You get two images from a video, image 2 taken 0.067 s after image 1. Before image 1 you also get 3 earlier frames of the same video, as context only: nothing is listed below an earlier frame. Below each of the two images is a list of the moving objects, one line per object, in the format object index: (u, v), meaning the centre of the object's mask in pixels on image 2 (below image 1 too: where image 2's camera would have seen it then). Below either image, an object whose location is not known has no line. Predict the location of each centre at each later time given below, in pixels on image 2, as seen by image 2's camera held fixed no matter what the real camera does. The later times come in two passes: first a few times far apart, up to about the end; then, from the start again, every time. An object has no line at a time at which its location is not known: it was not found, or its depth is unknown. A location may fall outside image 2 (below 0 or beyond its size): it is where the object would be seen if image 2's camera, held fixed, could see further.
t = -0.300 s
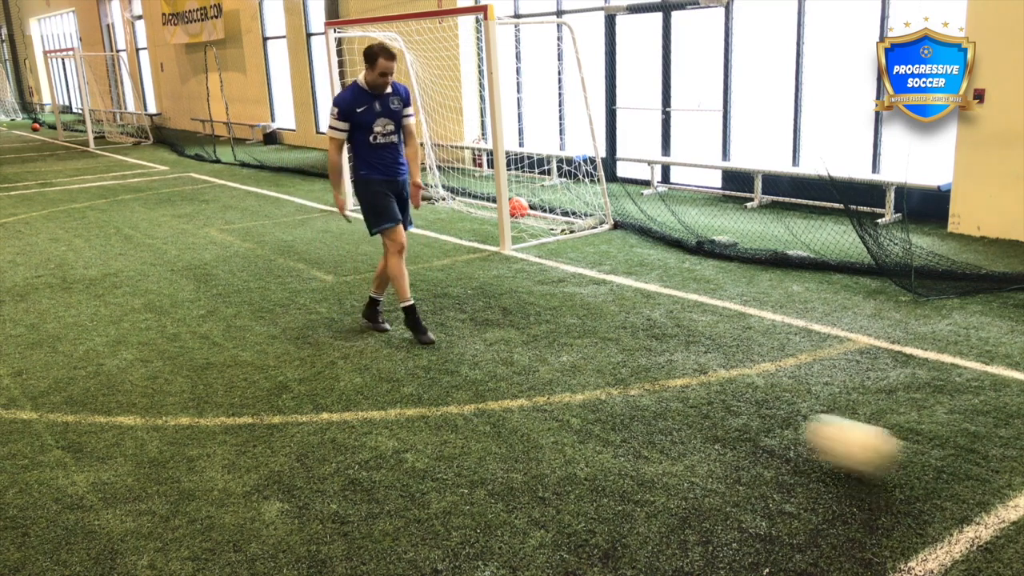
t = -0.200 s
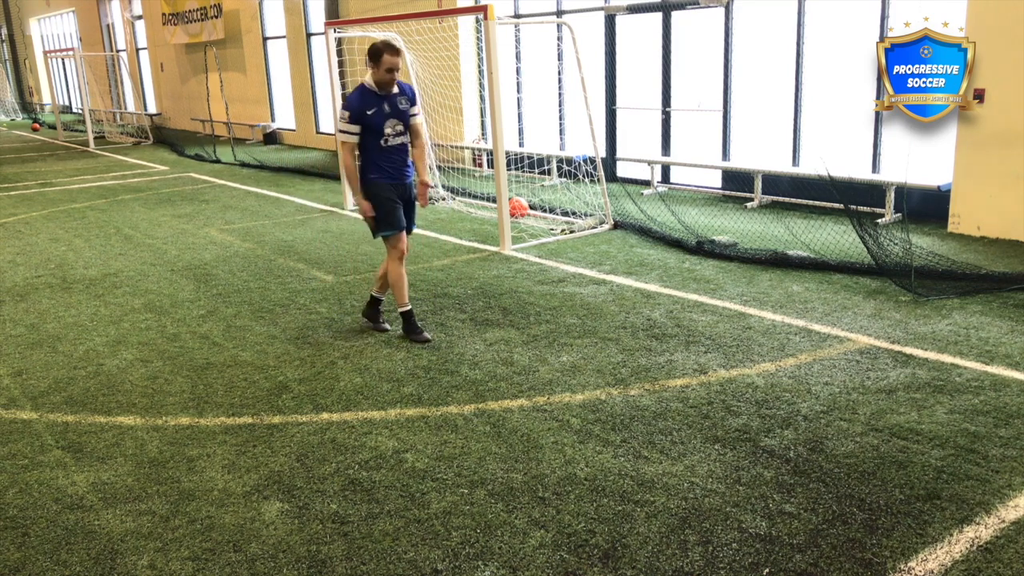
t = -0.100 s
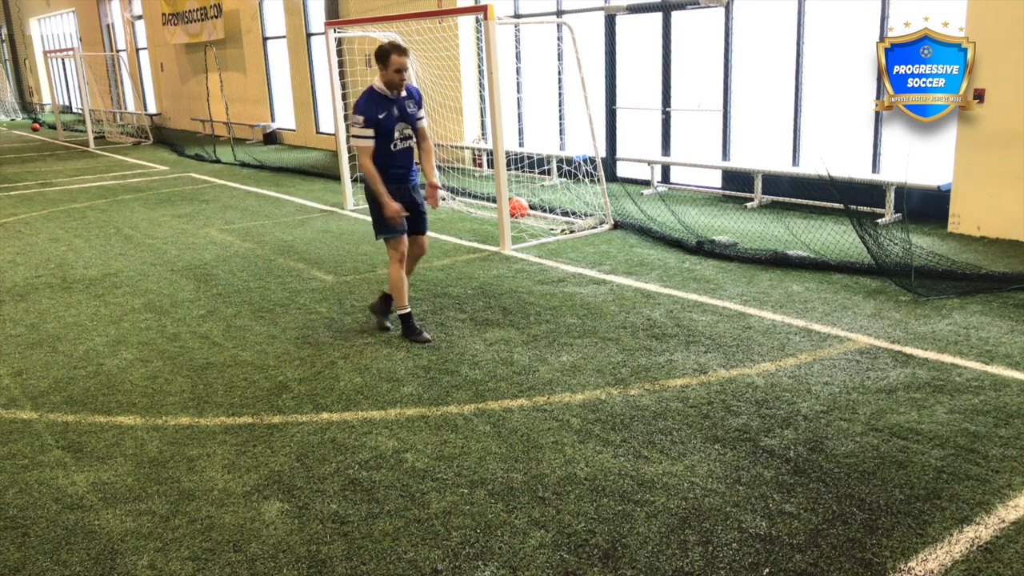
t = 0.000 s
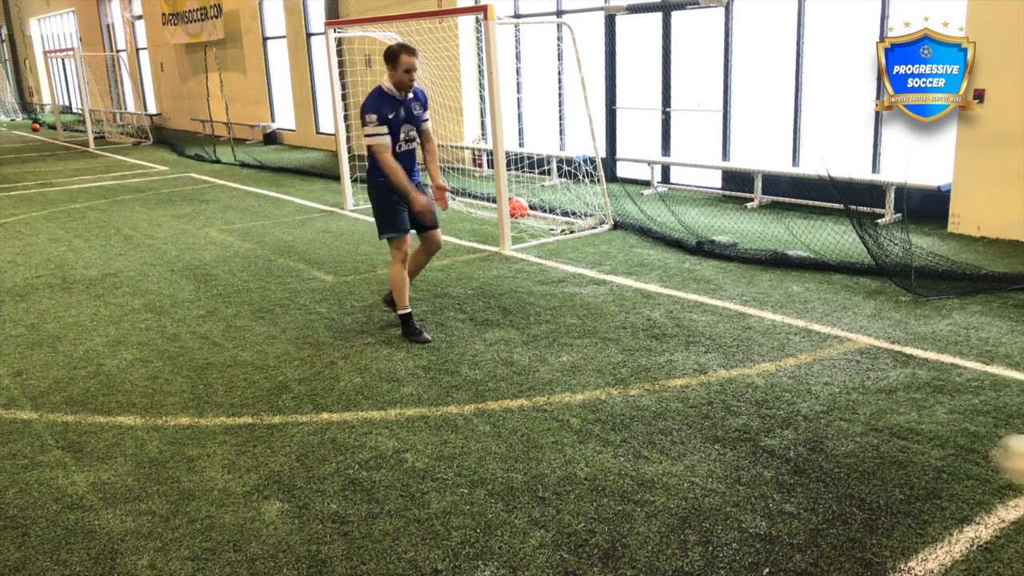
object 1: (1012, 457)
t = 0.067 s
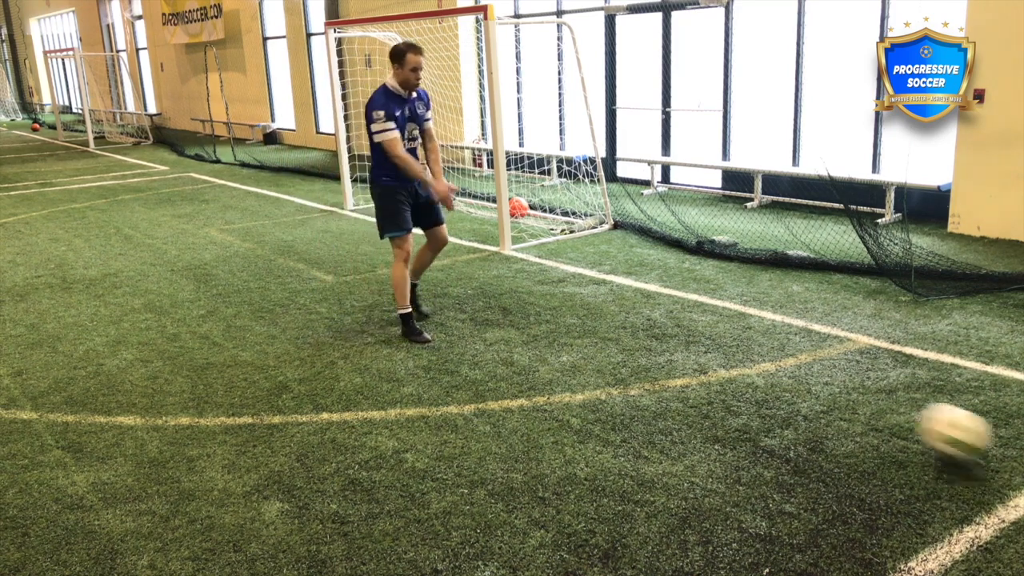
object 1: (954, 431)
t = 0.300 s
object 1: (765, 368)
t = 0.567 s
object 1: (651, 329)
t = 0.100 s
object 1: (917, 419)
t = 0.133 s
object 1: (883, 407)
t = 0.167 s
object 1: (855, 399)
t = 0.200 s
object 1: (831, 390)
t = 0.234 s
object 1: (806, 380)
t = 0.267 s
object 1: (785, 374)
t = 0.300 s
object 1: (765, 368)
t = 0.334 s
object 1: (747, 362)
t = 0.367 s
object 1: (732, 354)
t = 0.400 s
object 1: (715, 351)
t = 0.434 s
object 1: (701, 346)
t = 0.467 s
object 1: (688, 339)
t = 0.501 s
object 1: (674, 333)
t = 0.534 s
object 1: (663, 333)
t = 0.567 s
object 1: (651, 329)
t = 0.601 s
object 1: (640, 324)
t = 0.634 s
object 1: (629, 320)
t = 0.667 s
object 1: (618, 317)
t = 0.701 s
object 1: (608, 313)
